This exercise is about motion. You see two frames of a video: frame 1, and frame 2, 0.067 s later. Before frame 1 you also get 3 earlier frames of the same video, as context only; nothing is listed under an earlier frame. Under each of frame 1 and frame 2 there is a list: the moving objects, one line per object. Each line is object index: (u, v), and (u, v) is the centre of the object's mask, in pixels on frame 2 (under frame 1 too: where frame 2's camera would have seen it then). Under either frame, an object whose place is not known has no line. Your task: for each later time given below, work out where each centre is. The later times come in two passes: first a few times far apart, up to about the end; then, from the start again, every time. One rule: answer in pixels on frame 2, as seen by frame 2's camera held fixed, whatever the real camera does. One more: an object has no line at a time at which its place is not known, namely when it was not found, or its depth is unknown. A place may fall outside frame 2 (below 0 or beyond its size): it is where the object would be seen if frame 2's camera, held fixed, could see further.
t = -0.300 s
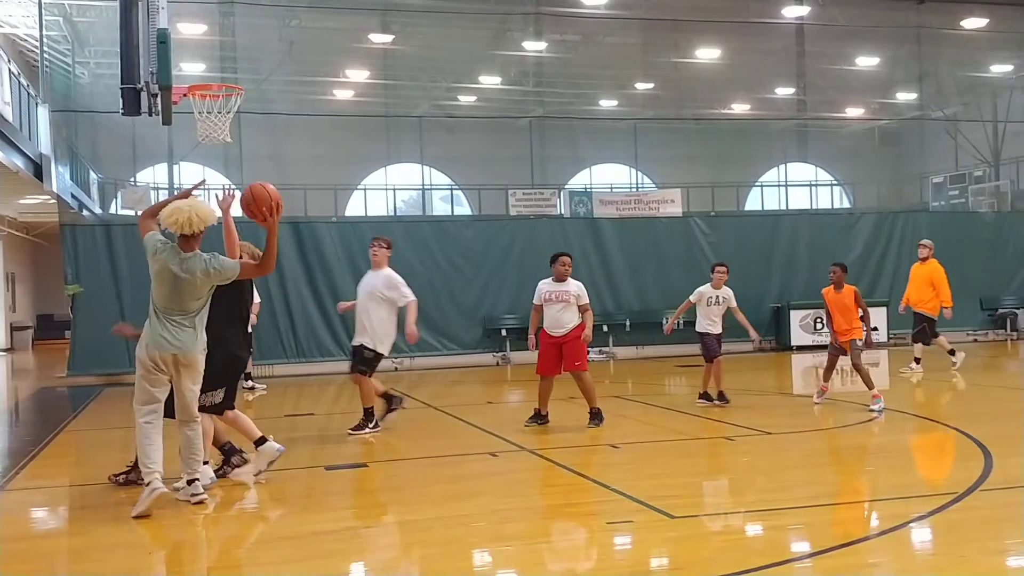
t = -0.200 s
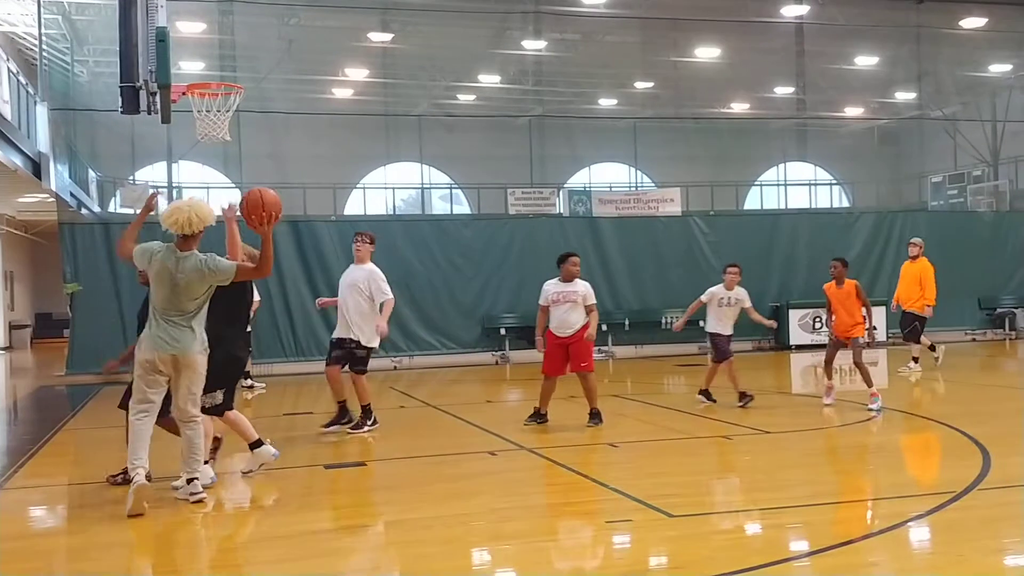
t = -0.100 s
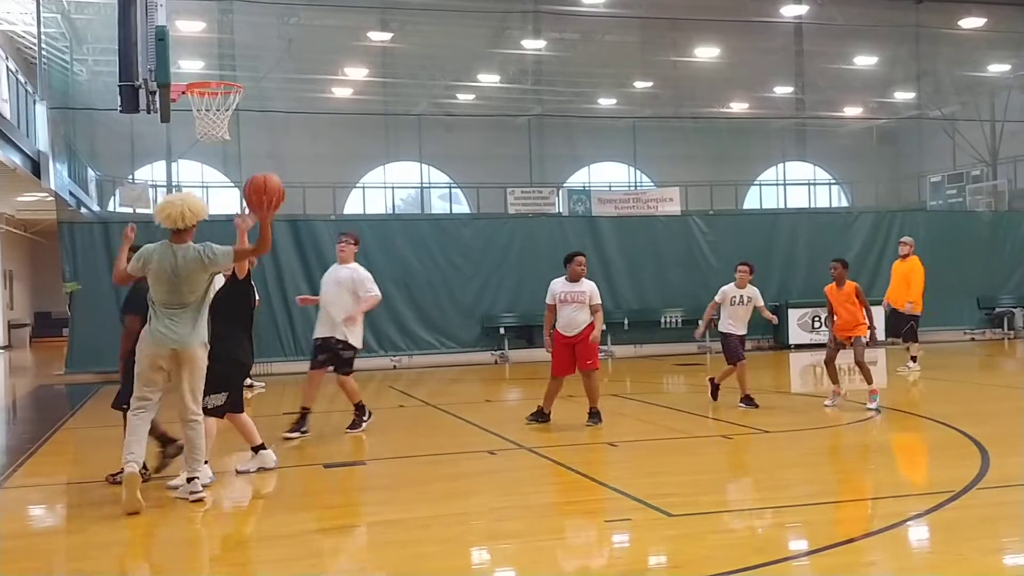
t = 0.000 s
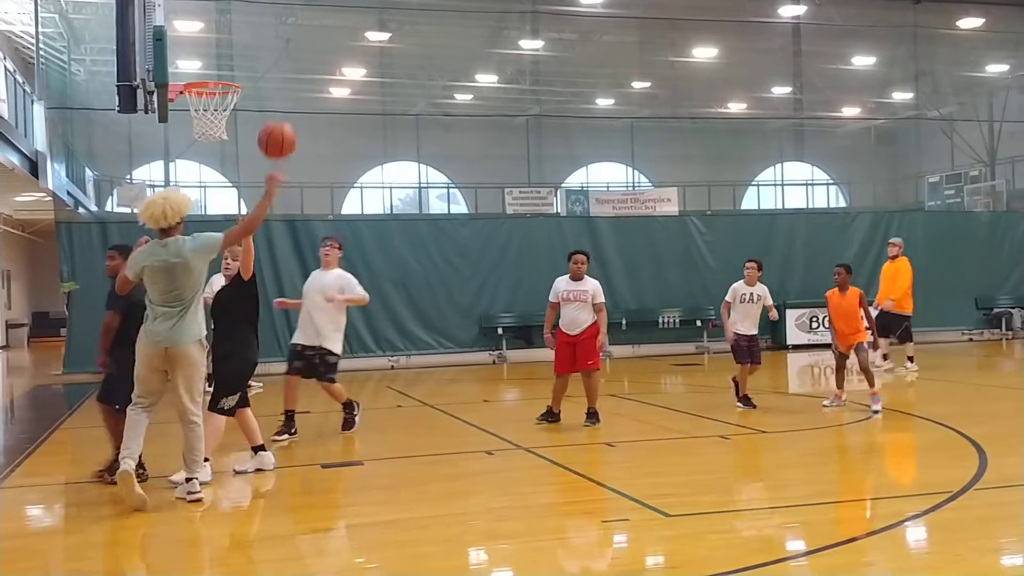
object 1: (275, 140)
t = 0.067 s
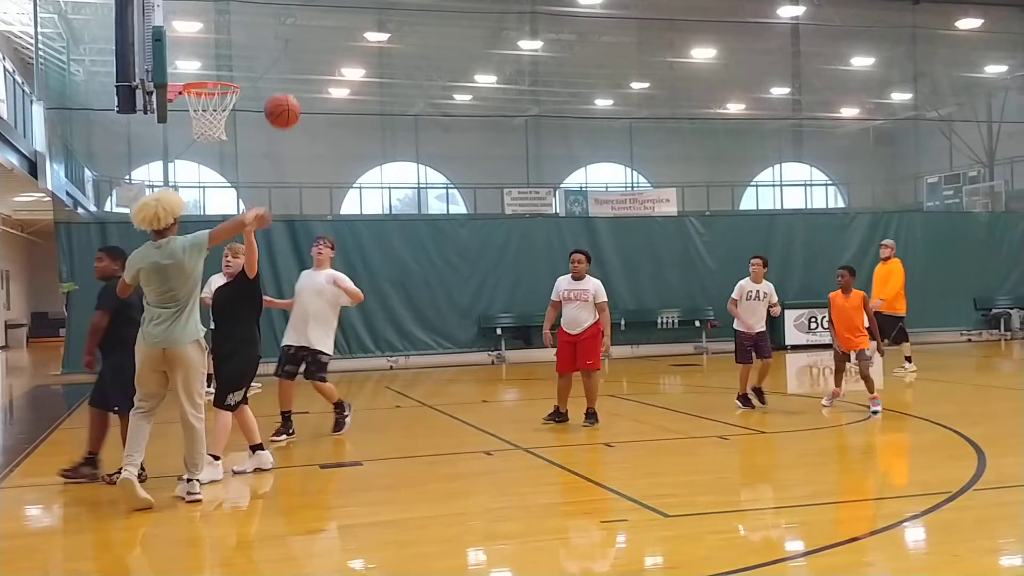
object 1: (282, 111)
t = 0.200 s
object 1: (293, 79)
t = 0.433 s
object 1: (309, 84)
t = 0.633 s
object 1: (320, 129)
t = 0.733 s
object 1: (325, 160)
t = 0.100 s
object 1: (285, 100)
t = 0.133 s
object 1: (288, 91)
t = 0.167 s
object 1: (291, 84)
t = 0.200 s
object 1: (293, 79)
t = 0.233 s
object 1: (295, 76)
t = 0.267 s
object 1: (298, 74)
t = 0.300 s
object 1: (300, 73)
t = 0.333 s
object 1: (302, 74)
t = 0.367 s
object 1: (304, 76)
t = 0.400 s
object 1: (306, 79)
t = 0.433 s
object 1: (309, 84)
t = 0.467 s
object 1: (311, 89)
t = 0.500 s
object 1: (313, 96)
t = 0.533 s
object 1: (314, 103)
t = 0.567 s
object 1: (317, 111)
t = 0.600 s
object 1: (319, 119)
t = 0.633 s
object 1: (320, 129)
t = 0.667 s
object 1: (322, 139)
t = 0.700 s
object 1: (324, 149)
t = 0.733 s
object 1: (325, 160)
